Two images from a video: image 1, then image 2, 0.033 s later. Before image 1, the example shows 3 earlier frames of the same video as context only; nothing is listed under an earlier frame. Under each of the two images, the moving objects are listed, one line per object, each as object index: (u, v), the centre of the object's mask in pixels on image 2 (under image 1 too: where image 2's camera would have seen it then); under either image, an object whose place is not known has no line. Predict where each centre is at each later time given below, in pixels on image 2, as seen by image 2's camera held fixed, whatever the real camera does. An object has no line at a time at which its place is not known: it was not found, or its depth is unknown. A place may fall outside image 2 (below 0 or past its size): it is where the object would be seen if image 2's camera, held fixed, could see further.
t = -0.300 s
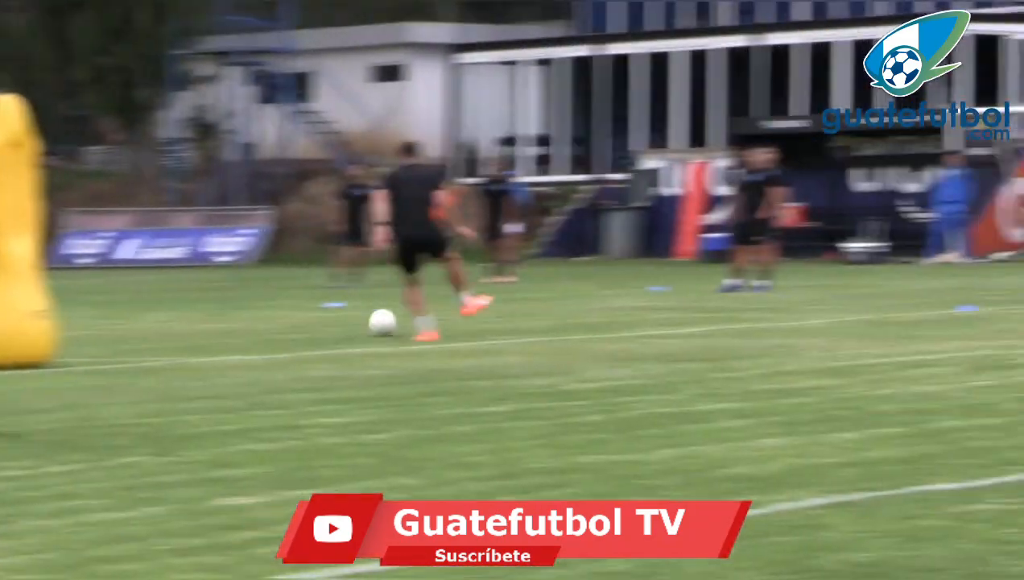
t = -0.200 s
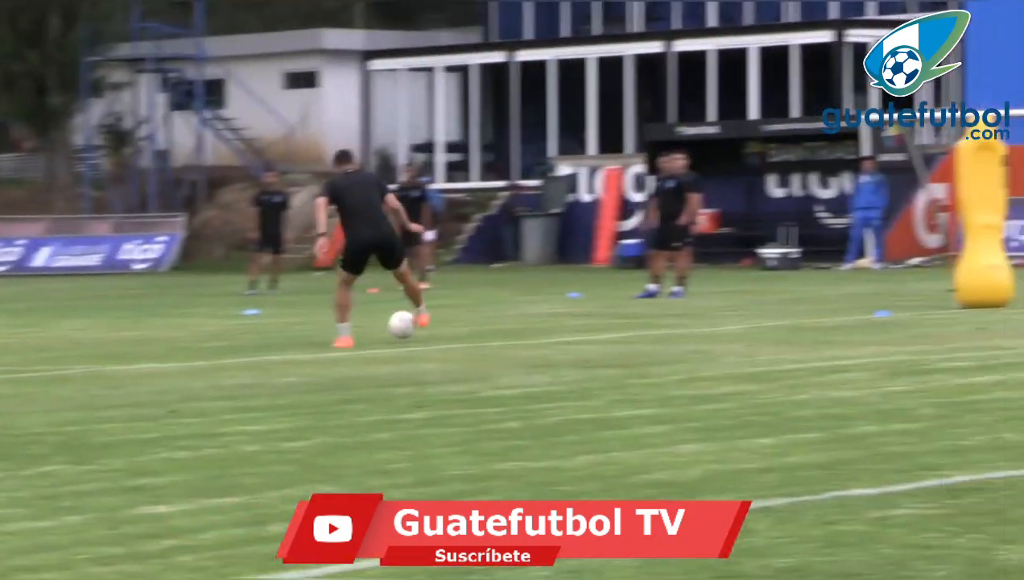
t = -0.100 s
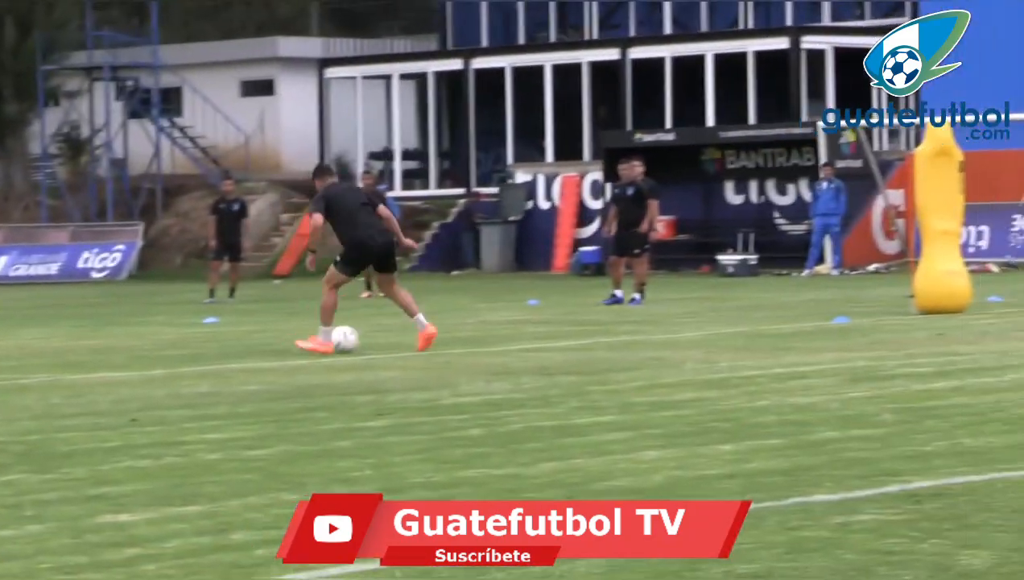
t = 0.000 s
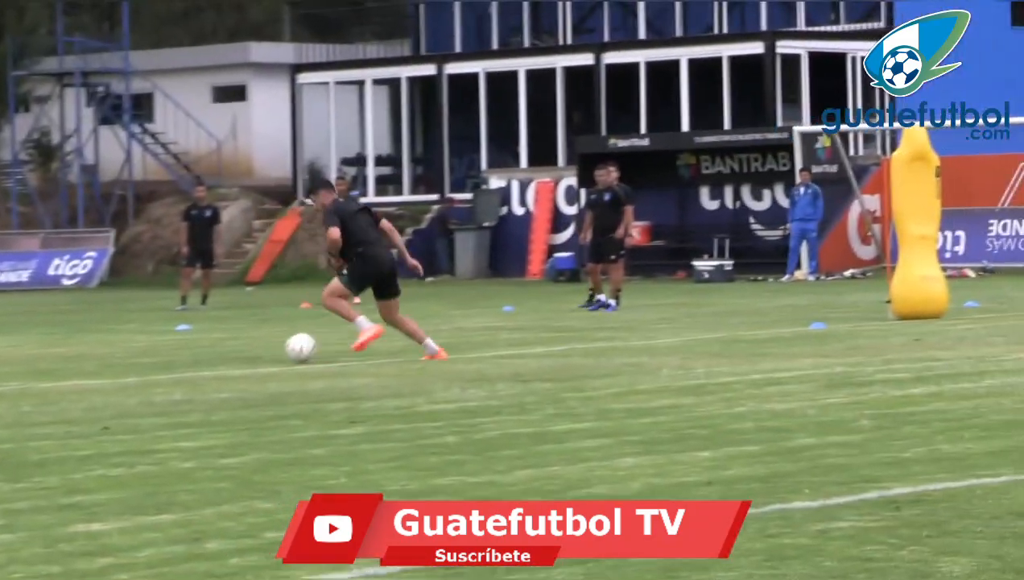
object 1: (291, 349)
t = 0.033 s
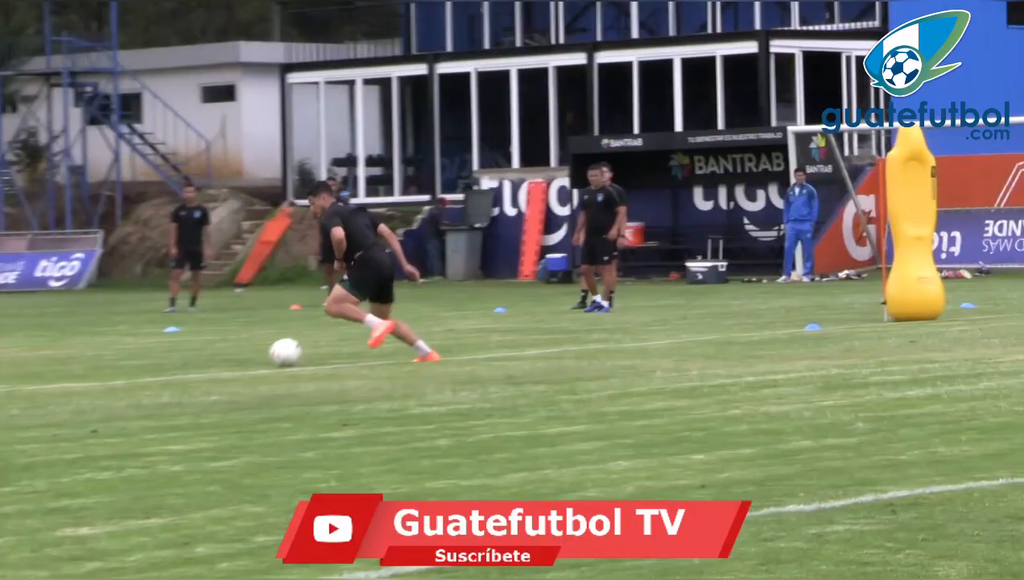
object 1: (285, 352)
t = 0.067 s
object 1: (281, 352)
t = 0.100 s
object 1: (277, 352)
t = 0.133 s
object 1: (272, 352)
